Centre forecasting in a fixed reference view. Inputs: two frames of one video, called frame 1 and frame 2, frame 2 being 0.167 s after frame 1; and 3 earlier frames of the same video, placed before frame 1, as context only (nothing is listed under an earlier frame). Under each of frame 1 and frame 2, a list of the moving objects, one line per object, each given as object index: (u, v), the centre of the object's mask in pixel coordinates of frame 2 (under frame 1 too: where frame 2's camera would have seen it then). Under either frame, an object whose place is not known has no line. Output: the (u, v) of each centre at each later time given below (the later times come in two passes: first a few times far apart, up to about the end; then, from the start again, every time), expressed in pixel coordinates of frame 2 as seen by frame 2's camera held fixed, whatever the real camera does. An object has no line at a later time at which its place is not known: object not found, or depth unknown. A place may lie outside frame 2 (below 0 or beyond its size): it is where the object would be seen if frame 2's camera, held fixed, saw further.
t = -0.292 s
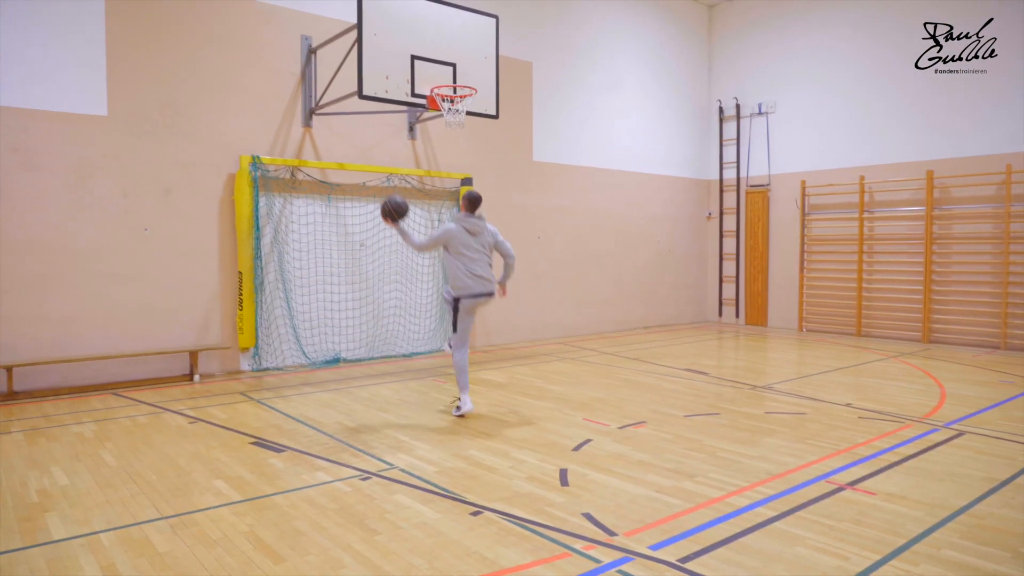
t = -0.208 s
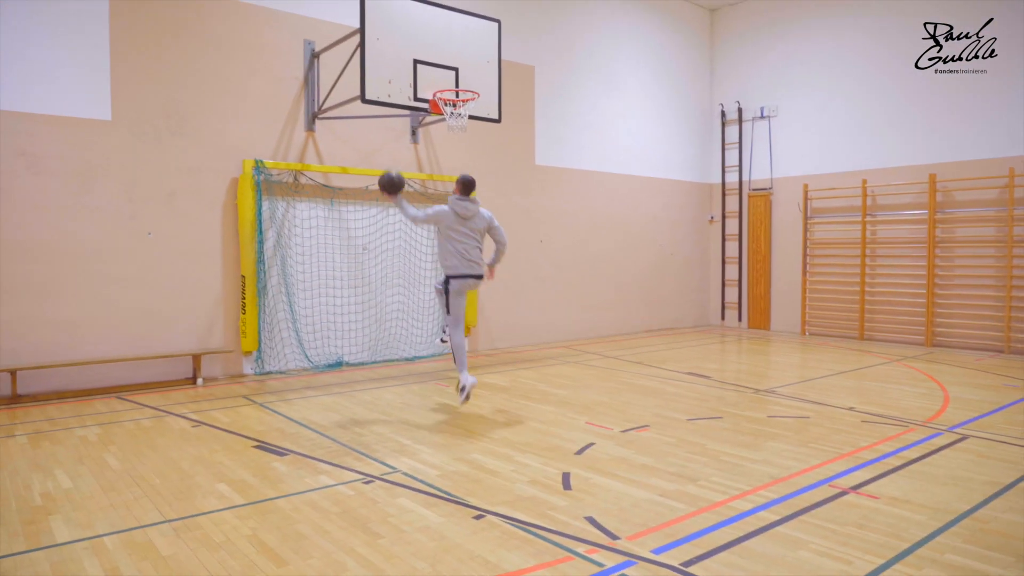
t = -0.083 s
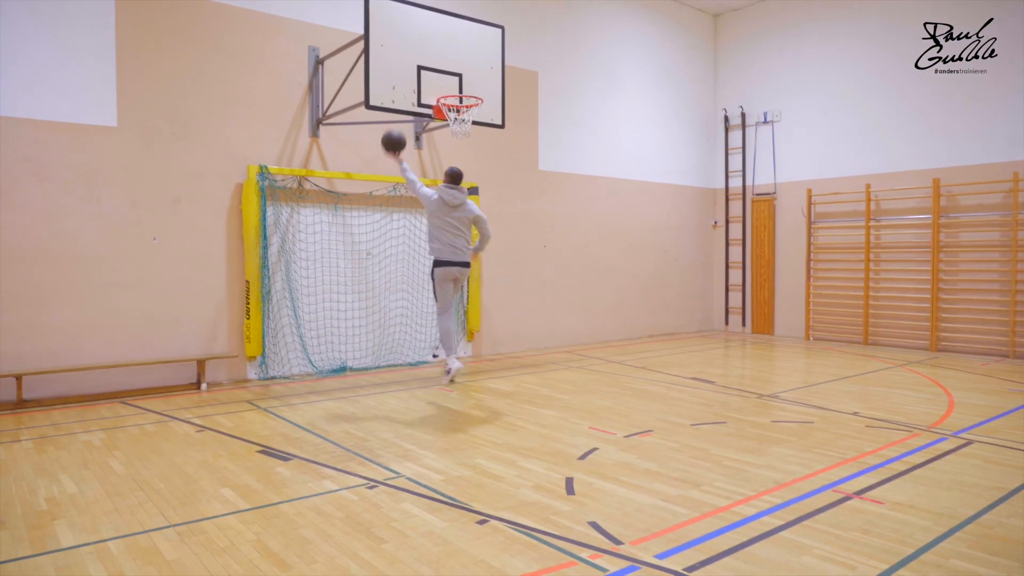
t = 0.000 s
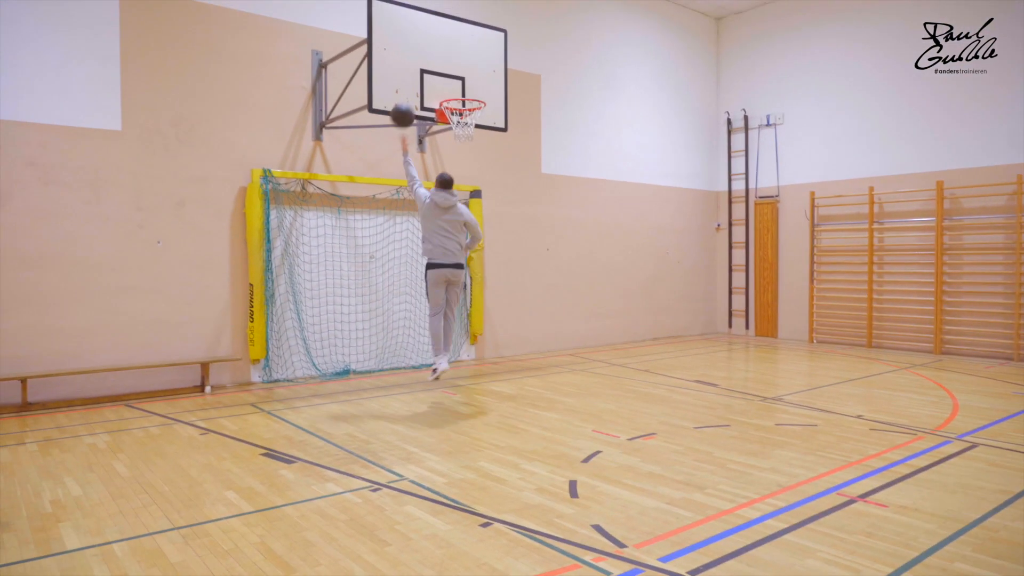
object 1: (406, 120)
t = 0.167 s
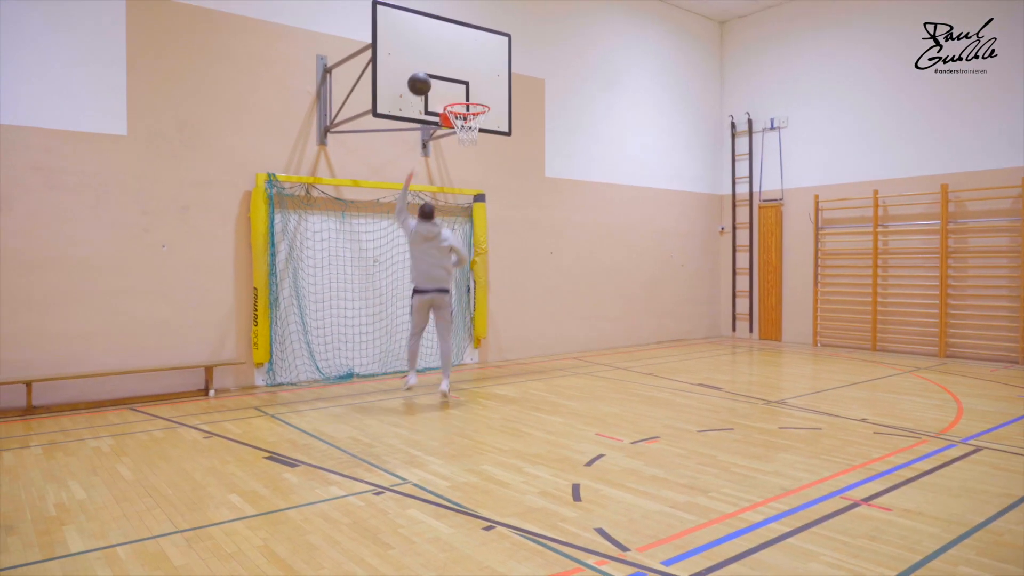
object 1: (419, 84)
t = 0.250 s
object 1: (425, 77)
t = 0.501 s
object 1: (447, 82)
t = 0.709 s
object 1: (470, 121)
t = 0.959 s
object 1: (473, 151)
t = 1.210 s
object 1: (470, 231)
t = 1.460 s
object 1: (469, 373)
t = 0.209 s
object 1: (422, 79)
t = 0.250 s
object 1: (425, 77)
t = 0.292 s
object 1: (428, 76)
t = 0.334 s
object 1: (430, 77)
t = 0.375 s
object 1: (433, 78)
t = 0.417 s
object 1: (438, 78)
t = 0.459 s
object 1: (443, 79)
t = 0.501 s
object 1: (447, 82)
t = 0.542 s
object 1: (452, 86)
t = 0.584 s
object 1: (457, 91)
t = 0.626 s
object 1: (461, 100)
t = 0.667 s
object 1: (466, 110)
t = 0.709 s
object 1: (470, 121)
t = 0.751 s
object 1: (474, 128)
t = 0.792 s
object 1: (475, 133)
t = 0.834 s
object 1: (474, 136)
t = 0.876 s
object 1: (474, 140)
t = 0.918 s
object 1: (473, 144)
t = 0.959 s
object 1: (473, 151)
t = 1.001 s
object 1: (472, 160)
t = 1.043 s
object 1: (471, 171)
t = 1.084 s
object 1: (471, 184)
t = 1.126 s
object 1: (471, 199)
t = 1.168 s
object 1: (470, 214)
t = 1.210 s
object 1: (470, 231)
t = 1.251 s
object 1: (470, 251)
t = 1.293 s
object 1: (470, 271)
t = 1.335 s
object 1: (469, 294)
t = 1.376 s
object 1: (470, 319)
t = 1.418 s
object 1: (469, 345)
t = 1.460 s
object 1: (469, 373)
